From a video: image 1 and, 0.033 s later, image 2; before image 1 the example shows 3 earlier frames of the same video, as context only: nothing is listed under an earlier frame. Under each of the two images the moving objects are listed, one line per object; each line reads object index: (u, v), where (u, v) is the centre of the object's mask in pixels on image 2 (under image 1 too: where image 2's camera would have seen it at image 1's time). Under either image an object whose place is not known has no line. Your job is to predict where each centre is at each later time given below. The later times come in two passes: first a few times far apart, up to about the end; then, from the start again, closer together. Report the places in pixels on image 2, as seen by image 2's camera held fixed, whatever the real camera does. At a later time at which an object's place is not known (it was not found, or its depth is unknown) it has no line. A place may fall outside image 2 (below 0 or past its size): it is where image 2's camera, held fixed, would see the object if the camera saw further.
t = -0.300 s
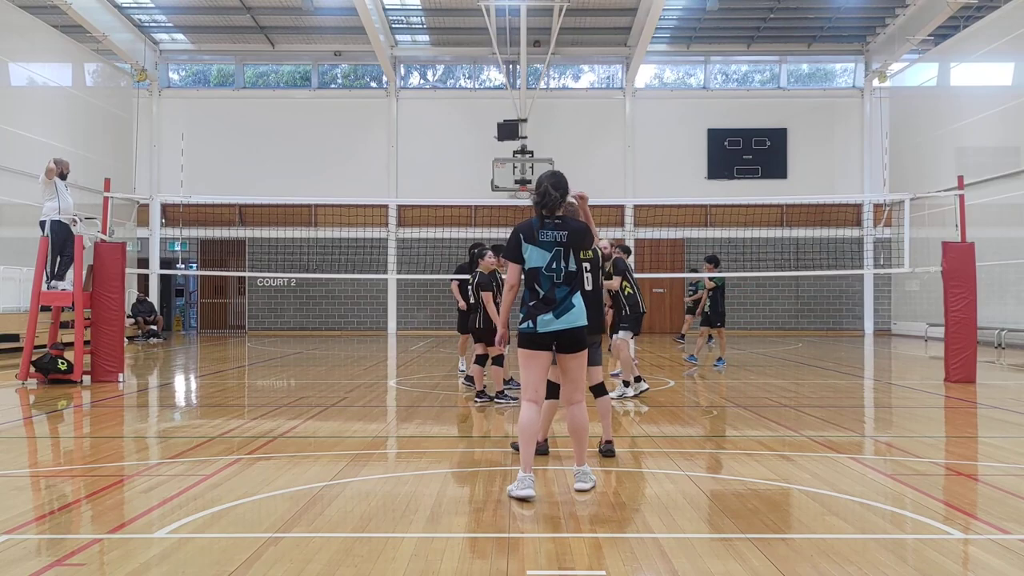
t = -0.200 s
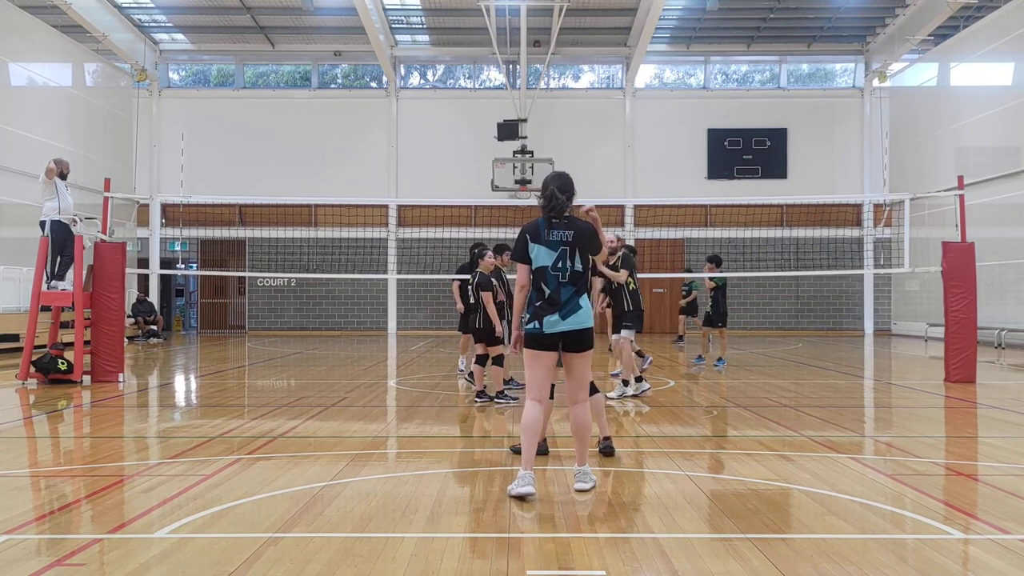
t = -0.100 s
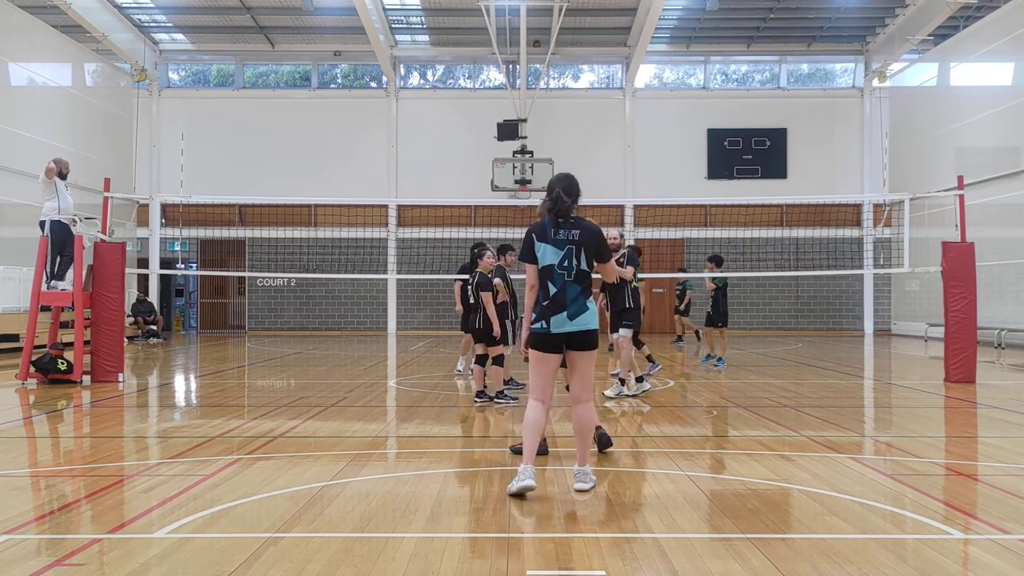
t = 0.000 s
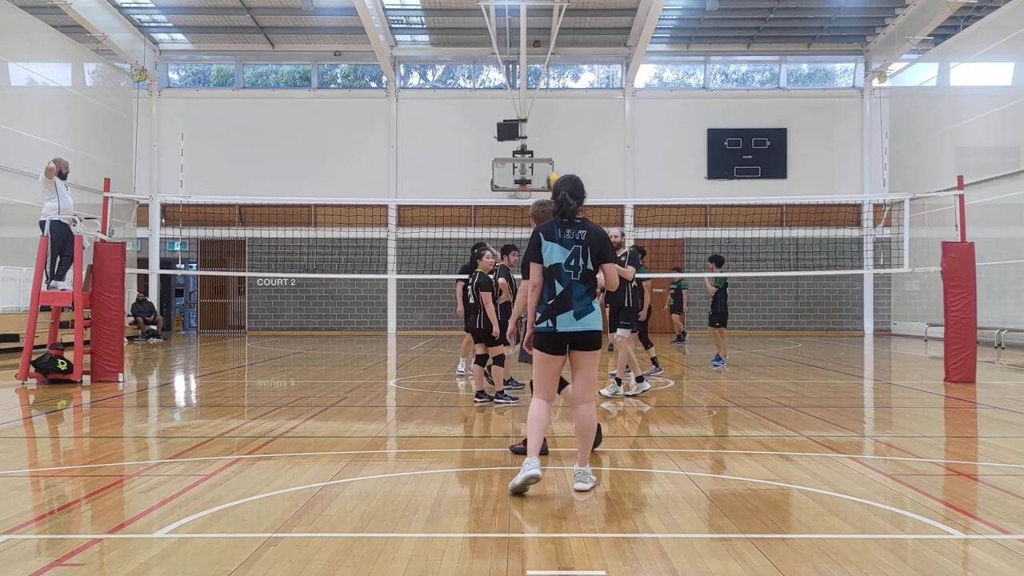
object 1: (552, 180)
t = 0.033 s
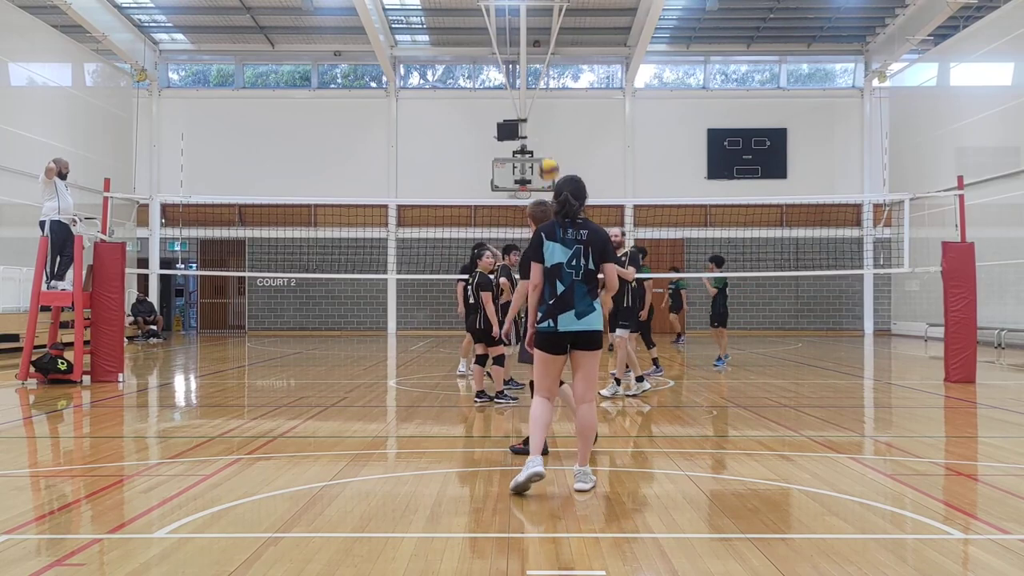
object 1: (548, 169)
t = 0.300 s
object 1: (487, 86)
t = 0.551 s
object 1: (403, 60)
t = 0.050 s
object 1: (545, 163)
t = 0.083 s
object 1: (539, 151)
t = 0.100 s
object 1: (535, 145)
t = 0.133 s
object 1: (527, 133)
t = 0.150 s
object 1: (524, 128)
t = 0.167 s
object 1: (521, 123)
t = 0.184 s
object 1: (517, 118)
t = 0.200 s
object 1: (513, 113)
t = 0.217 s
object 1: (509, 108)
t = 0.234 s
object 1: (505, 102)
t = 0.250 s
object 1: (501, 98)
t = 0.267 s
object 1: (497, 94)
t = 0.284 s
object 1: (492, 89)
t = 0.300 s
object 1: (487, 86)
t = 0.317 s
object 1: (482, 82)
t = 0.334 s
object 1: (477, 78)
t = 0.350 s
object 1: (473, 75)
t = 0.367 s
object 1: (468, 72)
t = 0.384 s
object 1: (463, 69)
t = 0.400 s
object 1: (458, 67)
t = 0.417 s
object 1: (453, 65)
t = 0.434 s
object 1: (447, 63)
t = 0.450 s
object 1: (441, 62)
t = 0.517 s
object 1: (416, 59)
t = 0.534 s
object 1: (410, 60)
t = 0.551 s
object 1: (403, 60)
